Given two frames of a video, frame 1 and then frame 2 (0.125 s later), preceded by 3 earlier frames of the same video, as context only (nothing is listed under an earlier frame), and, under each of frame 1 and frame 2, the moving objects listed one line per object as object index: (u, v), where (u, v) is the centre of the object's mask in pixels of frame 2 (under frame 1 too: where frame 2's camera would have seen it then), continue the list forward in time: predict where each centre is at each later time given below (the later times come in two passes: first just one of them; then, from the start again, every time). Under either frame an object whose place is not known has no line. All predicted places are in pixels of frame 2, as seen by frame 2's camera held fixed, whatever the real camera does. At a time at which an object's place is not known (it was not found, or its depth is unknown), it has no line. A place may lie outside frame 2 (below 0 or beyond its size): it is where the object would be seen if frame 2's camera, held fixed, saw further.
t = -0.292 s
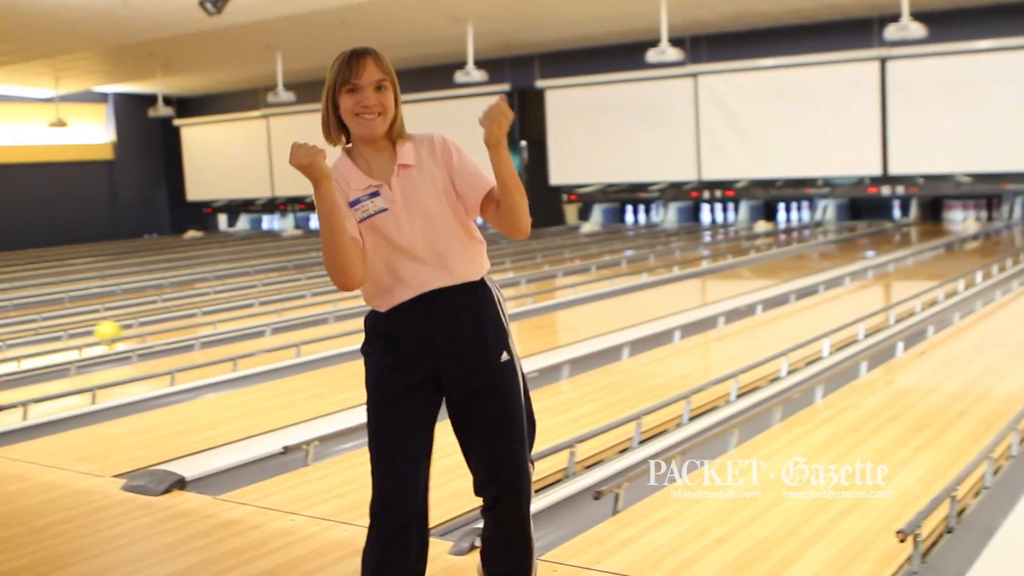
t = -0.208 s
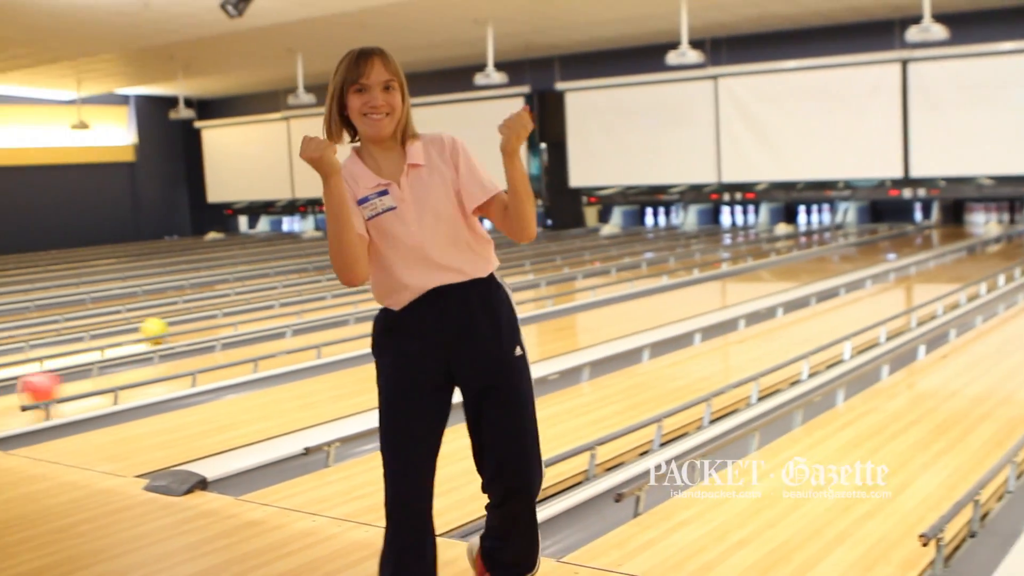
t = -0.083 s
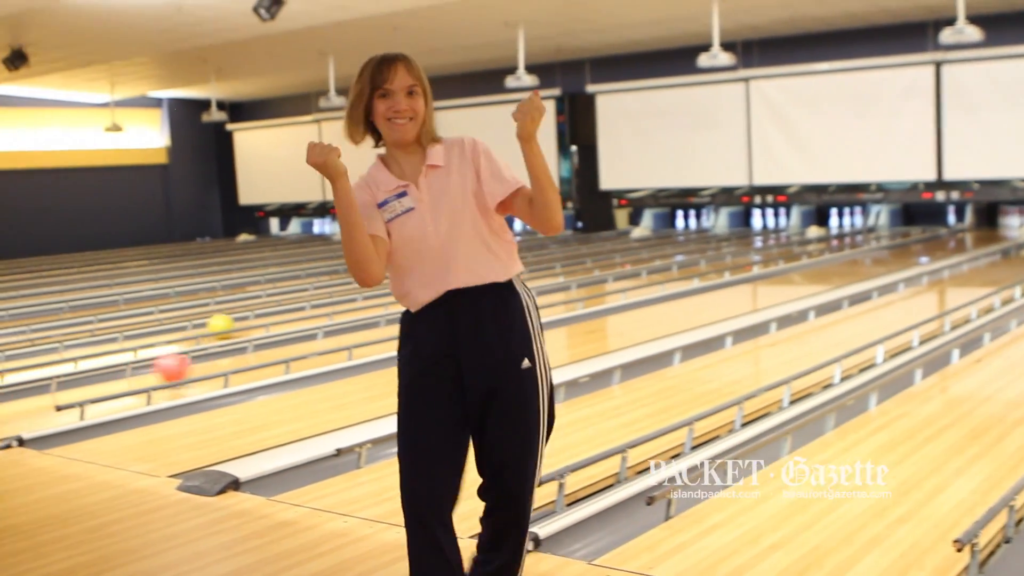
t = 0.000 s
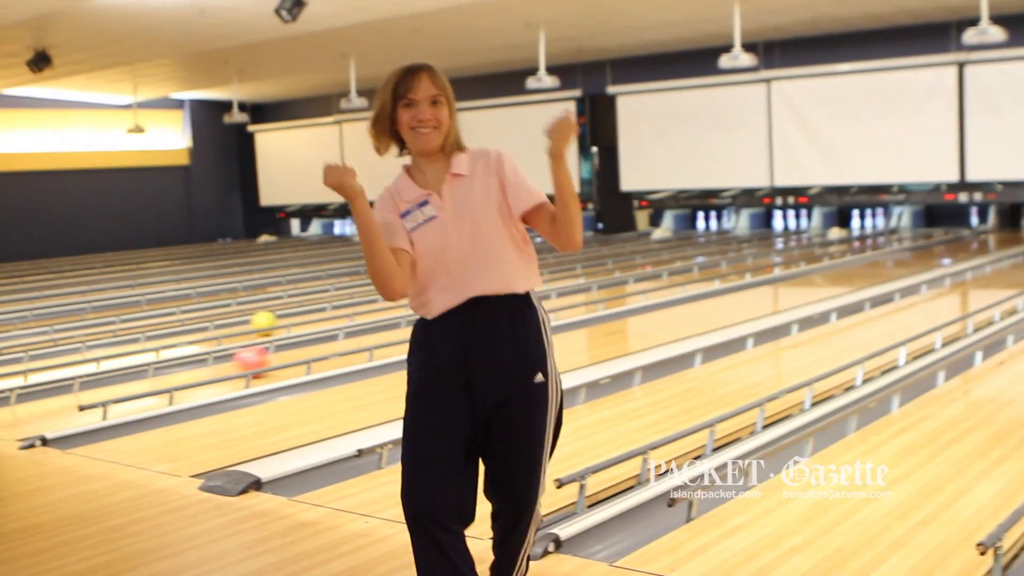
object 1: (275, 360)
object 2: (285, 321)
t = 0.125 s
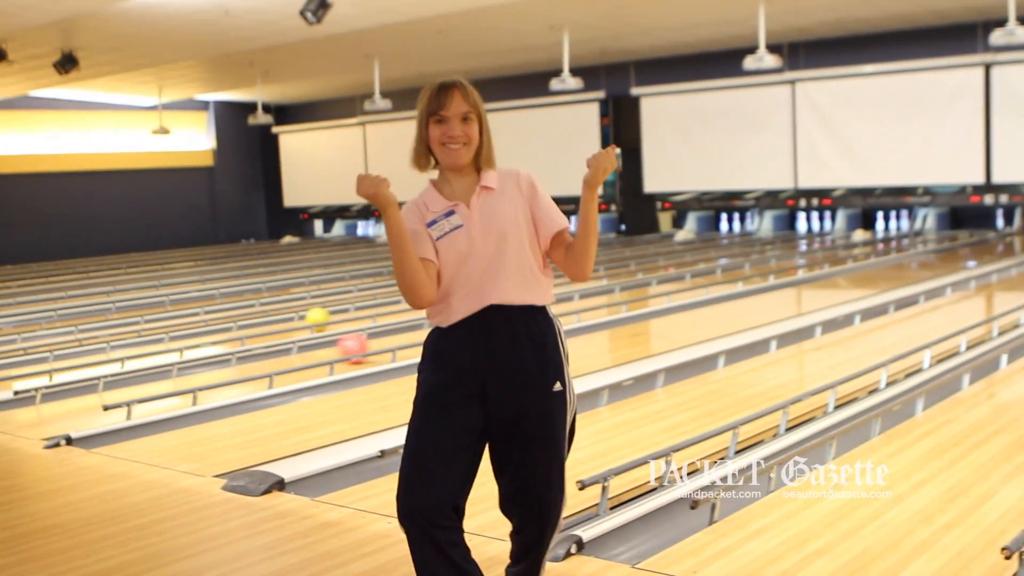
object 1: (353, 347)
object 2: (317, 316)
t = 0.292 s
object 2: (356, 310)
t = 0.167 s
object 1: (378, 344)
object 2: (327, 314)
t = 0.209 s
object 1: (400, 339)
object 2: (337, 313)
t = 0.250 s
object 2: (347, 312)
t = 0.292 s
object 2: (356, 310)
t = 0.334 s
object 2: (366, 309)
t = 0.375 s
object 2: (375, 308)
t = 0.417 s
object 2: (384, 306)
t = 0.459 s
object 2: (390, 305)
